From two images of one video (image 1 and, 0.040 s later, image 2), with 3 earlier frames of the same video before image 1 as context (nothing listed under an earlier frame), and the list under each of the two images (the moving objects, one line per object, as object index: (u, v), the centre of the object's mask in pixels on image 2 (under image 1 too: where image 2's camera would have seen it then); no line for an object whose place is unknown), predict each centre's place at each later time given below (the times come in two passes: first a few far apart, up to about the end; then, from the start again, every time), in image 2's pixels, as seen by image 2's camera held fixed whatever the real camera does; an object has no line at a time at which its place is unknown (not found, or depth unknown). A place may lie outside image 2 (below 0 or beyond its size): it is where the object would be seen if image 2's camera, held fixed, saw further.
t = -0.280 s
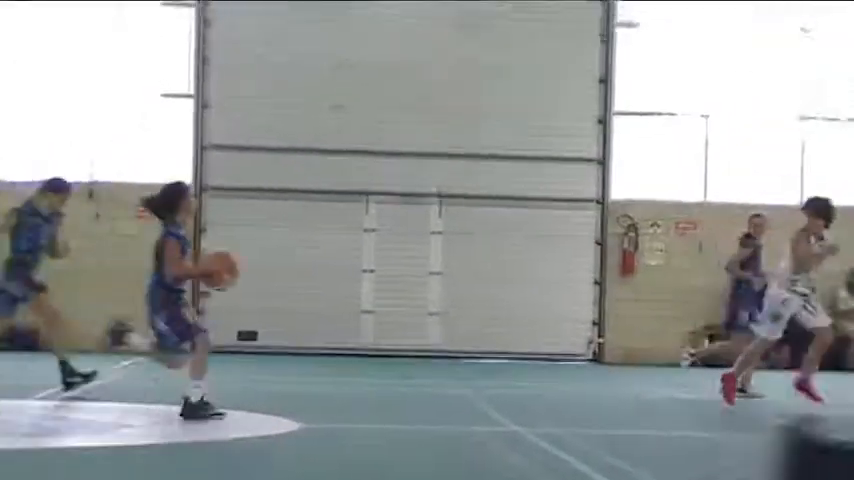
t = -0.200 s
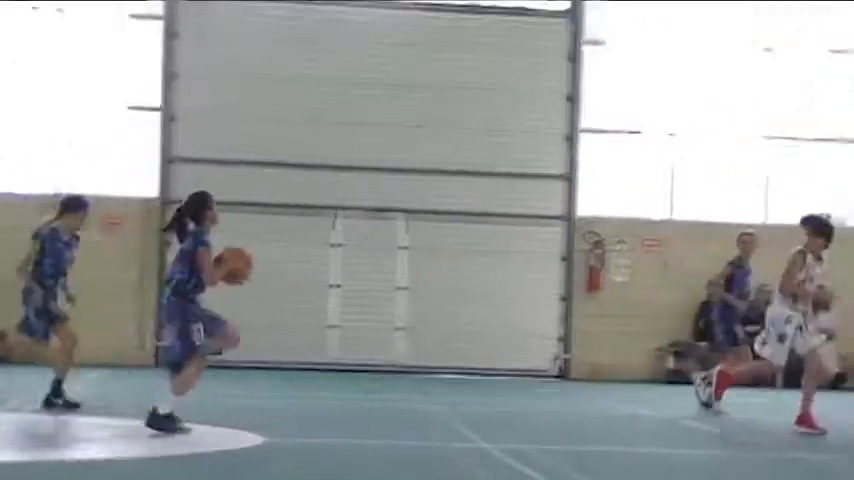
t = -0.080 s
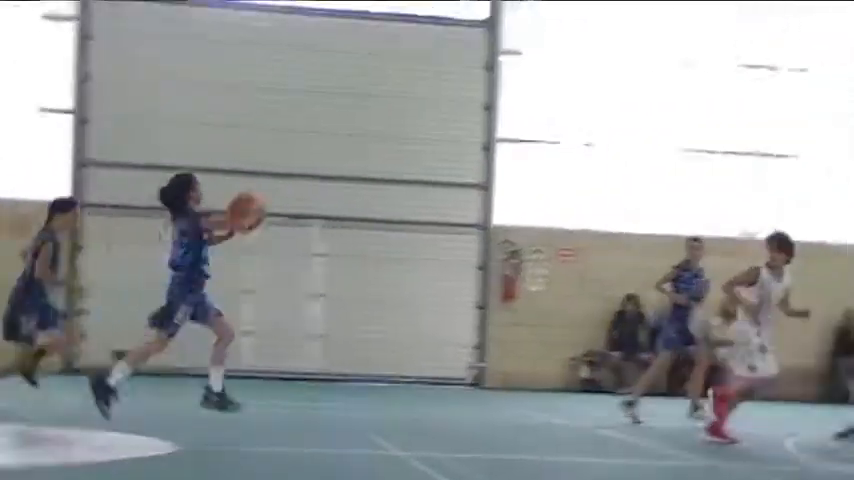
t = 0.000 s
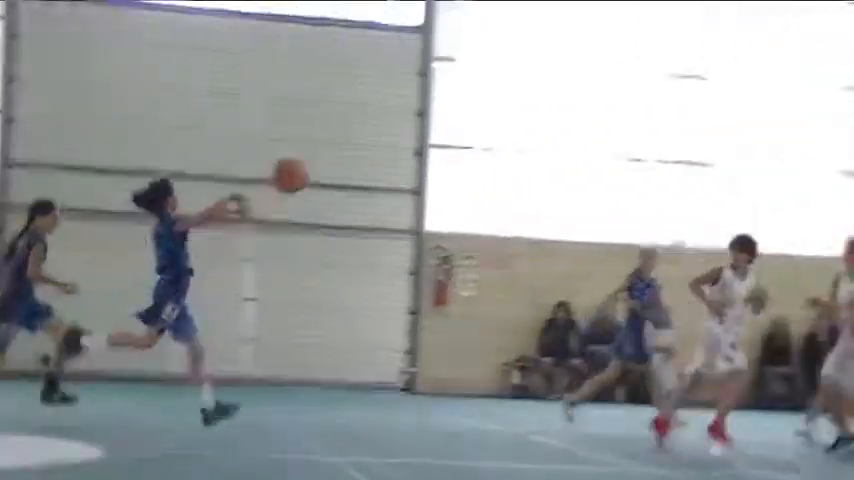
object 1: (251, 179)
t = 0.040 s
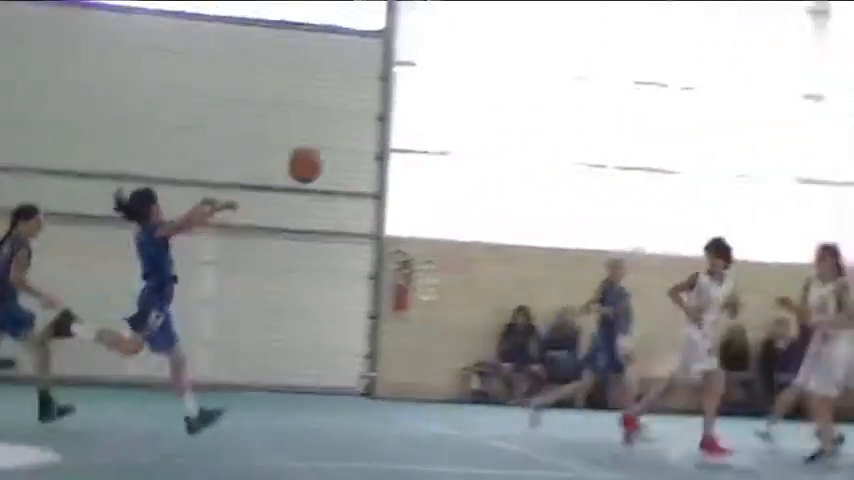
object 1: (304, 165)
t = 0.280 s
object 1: (593, 133)
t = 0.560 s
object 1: (865, 192)
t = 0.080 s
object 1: (358, 153)
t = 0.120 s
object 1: (408, 144)
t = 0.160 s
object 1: (457, 139)
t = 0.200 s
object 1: (504, 134)
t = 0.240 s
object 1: (550, 132)
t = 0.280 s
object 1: (593, 133)
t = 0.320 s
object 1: (636, 135)
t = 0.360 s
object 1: (677, 139)
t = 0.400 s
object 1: (716, 146)
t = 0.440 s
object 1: (755, 156)
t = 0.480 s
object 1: (793, 166)
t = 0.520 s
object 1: (829, 178)
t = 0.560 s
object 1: (865, 192)
